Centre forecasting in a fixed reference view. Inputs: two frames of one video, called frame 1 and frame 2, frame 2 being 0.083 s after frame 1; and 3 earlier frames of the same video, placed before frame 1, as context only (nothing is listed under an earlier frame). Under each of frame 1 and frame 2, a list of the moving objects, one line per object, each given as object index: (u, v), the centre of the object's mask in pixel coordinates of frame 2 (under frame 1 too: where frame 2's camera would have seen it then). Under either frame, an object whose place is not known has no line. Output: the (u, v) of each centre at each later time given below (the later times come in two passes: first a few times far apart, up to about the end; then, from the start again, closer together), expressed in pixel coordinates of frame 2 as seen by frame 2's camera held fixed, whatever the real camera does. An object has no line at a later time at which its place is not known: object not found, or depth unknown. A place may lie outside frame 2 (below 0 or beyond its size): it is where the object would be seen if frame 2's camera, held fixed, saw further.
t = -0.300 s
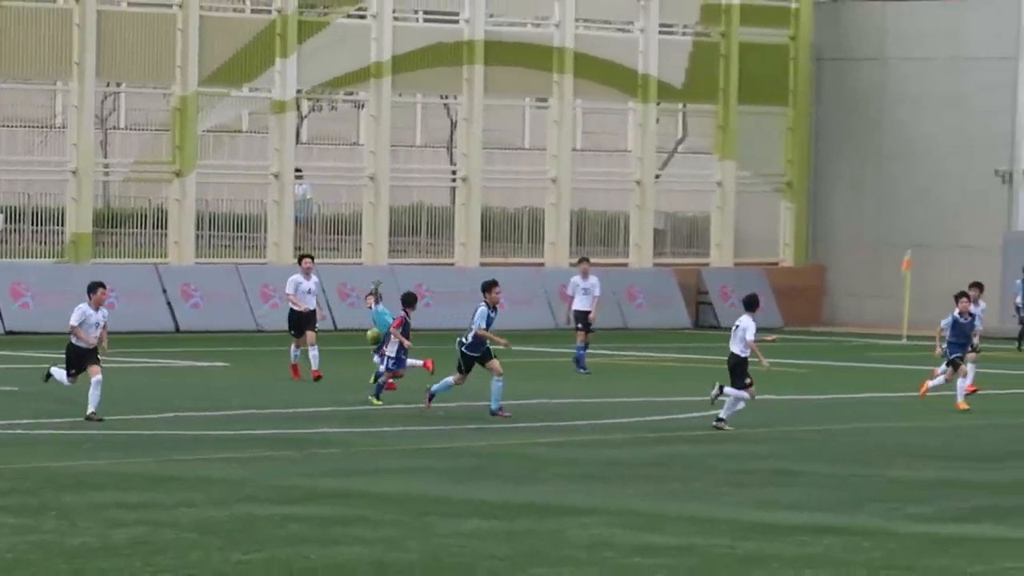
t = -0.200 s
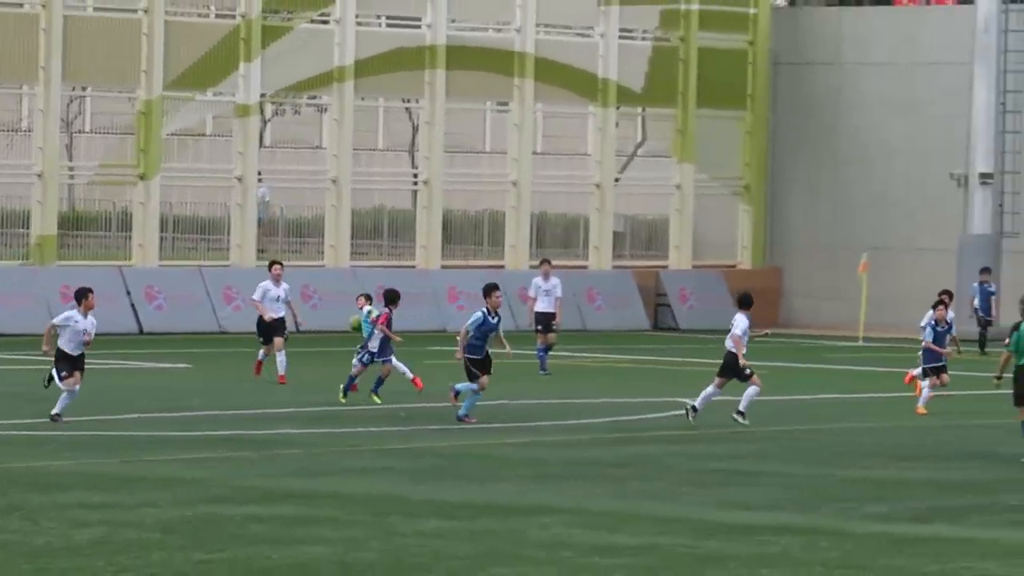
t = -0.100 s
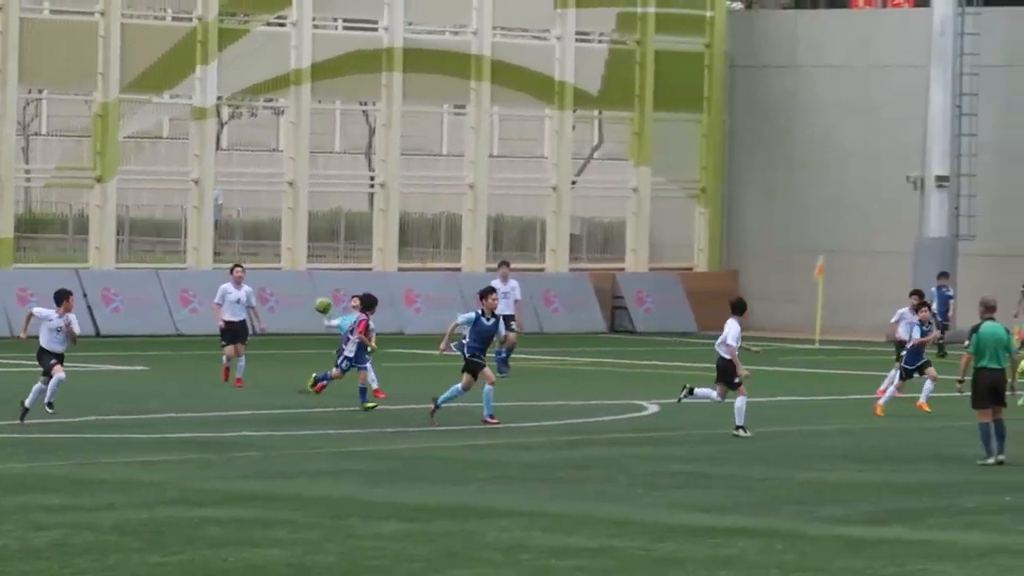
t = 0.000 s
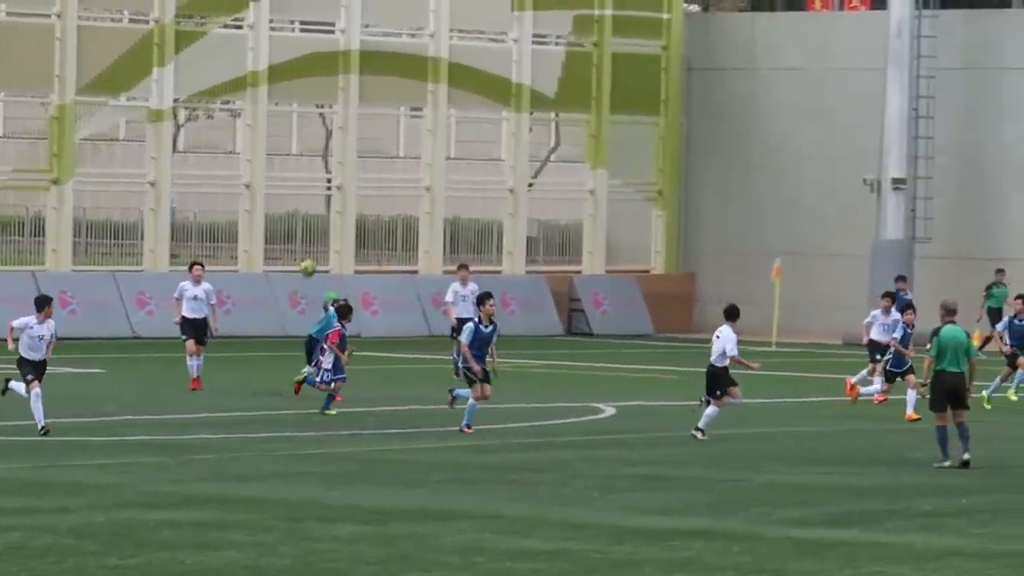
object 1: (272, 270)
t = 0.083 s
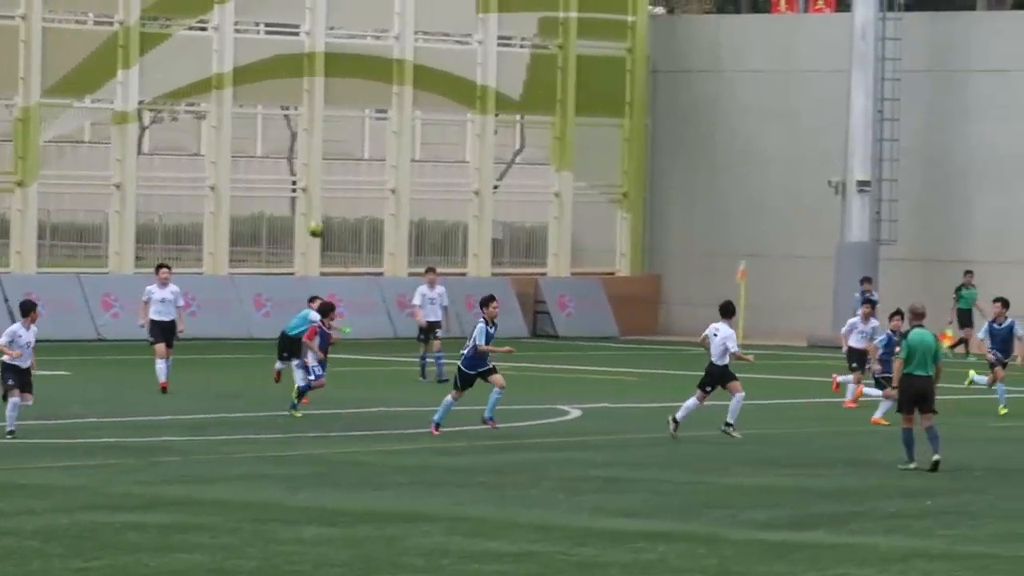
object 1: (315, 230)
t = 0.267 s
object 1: (409, 151)
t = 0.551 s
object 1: (550, 60)
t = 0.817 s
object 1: (686, 17)
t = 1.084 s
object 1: (826, 25)
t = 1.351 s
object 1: (979, 93)
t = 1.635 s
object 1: (1166, 243)
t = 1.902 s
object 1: (1377, 477)
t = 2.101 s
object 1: (1461, 488)
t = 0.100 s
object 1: (324, 223)
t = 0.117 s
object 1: (333, 214)
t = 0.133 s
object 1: (341, 207)
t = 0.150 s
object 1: (350, 200)
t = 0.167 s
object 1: (358, 192)
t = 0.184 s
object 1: (367, 185)
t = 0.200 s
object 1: (376, 177)
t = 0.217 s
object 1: (383, 170)
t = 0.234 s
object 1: (392, 165)
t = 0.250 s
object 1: (400, 158)
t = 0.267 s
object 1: (409, 151)
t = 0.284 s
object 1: (417, 144)
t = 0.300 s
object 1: (425, 138)
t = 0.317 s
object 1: (434, 131)
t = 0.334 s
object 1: (442, 126)
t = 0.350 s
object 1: (451, 120)
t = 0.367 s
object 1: (459, 113)
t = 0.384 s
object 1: (467, 107)
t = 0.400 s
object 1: (476, 102)
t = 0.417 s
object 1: (484, 96)
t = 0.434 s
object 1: (492, 92)
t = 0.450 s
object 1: (501, 87)
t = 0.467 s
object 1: (509, 83)
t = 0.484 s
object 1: (517, 78)
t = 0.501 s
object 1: (526, 73)
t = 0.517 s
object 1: (533, 68)
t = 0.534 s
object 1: (542, 63)
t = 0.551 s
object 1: (550, 60)
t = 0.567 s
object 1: (559, 56)
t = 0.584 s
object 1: (567, 52)
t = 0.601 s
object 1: (576, 49)
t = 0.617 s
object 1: (584, 45)
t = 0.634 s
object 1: (593, 42)
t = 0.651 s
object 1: (601, 39)
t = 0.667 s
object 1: (609, 36)
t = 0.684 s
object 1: (618, 33)
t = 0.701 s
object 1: (627, 30)
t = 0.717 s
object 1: (634, 28)
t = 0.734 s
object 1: (644, 26)
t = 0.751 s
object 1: (652, 24)
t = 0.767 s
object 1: (660, 22)
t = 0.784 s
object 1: (669, 19)
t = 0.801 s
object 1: (678, 18)
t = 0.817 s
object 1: (686, 17)
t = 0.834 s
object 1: (695, 15)
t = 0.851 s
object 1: (703, 14)
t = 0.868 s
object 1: (712, 14)
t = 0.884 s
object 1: (721, 13)
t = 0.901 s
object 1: (729, 13)
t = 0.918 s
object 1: (738, 13)
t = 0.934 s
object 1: (747, 13)
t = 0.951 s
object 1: (755, 13)
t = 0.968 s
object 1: (764, 14)
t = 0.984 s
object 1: (773, 15)
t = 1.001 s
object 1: (781, 16)
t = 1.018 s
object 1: (790, 17)
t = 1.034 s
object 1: (799, 19)
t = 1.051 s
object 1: (808, 21)
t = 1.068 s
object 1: (817, 23)
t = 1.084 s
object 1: (826, 25)
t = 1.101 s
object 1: (834, 28)
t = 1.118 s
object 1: (844, 30)
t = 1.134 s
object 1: (852, 32)
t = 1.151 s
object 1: (862, 35)
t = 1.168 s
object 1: (873, 39)
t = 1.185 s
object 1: (881, 43)
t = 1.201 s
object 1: (891, 46)
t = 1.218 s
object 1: (900, 51)
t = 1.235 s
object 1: (910, 55)
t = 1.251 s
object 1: (919, 59)
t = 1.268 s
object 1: (929, 64)
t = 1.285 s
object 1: (939, 69)
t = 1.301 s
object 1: (949, 75)
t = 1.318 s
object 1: (959, 81)
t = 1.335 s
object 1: (969, 87)
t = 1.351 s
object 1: (979, 93)
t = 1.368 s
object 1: (990, 99)
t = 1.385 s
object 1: (999, 106)
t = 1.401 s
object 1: (1010, 113)
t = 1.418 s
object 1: (1021, 120)
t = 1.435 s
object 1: (1031, 128)
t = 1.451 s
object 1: (1042, 136)
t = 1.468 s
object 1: (1052, 144)
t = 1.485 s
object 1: (1063, 153)
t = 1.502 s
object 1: (1074, 161)
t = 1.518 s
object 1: (1085, 171)
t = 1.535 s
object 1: (1097, 180)
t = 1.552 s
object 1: (1108, 190)
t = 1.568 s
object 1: (1119, 200)
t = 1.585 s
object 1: (1130, 210)
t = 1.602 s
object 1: (1142, 220)
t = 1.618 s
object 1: (1154, 231)
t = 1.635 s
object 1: (1166, 243)
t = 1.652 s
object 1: (1178, 254)
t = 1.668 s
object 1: (1190, 266)
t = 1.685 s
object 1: (1202, 279)
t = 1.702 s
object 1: (1214, 292)
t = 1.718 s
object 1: (1227, 305)
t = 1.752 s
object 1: (1253, 333)
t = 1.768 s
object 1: (1265, 348)
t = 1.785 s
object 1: (1280, 361)
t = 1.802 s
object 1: (1293, 377)
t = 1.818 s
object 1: (1307, 393)
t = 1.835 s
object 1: (1320, 408)
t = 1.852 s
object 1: (1334, 425)
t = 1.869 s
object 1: (1349, 442)
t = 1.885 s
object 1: (1363, 459)
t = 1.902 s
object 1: (1377, 477)
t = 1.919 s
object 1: (1392, 495)
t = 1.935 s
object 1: (1407, 513)
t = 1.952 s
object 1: (1422, 532)
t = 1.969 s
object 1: (1437, 552)
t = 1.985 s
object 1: (1448, 564)
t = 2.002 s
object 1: (1449, 552)
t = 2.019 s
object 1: (1452, 541)
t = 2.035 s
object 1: (1454, 530)
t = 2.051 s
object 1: (1456, 518)
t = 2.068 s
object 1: (1457, 508)
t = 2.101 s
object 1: (1461, 488)
